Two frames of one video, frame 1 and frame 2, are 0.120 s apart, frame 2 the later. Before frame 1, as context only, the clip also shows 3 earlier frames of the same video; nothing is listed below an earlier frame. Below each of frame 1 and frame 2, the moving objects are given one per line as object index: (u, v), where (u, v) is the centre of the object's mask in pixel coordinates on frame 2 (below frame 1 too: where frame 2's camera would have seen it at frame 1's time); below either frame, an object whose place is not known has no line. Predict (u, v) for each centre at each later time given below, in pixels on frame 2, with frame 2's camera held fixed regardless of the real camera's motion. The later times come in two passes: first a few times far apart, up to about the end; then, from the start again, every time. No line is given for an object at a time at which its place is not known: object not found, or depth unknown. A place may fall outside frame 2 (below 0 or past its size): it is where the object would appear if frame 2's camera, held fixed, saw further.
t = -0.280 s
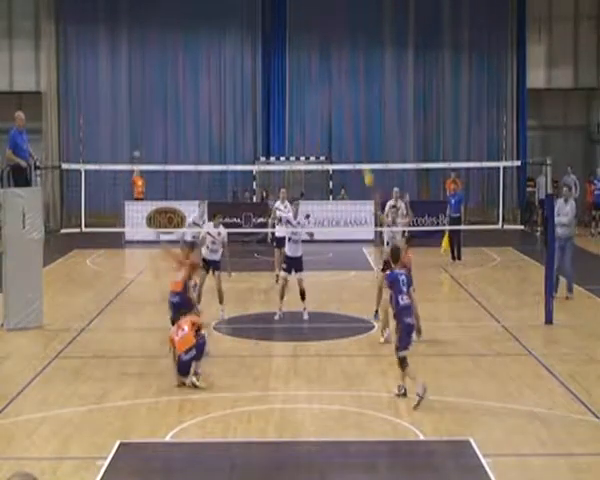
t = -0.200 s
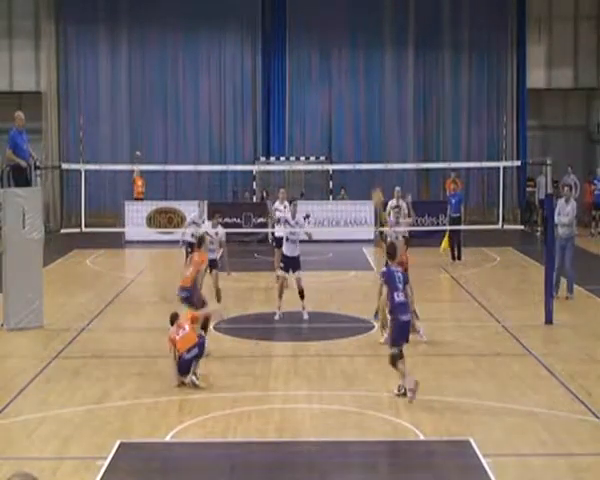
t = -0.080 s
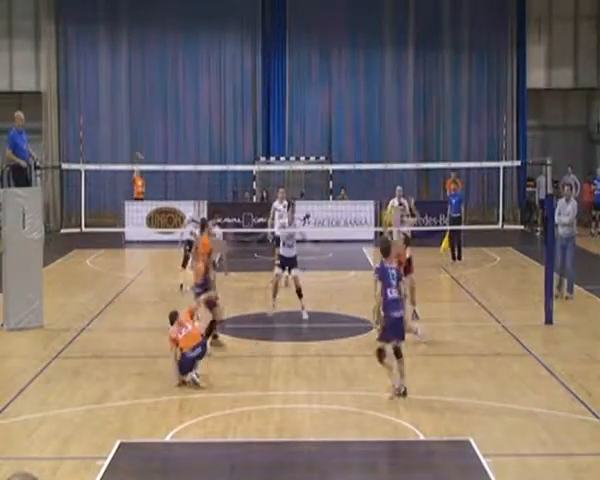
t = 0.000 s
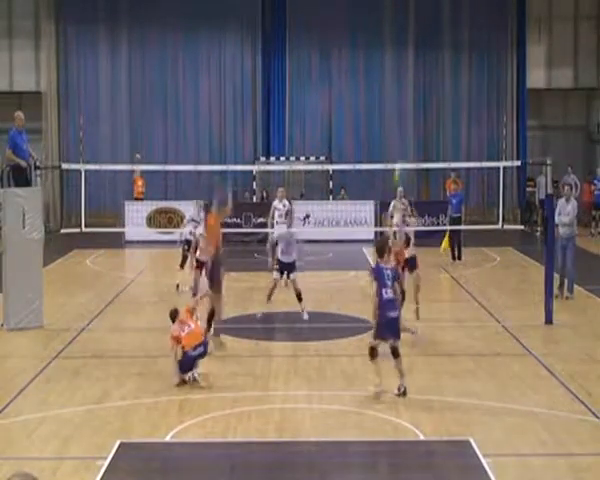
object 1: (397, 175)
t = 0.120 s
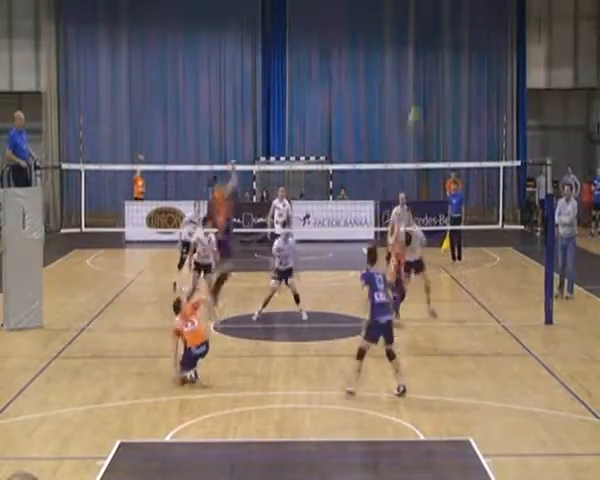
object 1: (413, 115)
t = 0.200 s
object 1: (423, 87)
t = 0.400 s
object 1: (445, 37)
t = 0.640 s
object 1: (471, 14)
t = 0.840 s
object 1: (492, 26)
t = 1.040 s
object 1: (513, 67)
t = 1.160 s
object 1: (524, 102)
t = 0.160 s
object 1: (418, 100)
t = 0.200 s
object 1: (423, 87)
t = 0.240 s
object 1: (427, 76)
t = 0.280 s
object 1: (431, 66)
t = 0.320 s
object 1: (435, 53)
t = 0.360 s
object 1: (441, 44)
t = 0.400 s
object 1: (445, 37)
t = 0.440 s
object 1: (449, 30)
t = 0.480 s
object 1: (454, 25)
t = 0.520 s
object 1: (459, 20)
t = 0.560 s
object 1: (463, 17)
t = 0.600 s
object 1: (466, 15)
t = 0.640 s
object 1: (471, 14)
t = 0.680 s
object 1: (474, 14)
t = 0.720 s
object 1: (479, 16)
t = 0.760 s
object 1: (484, 17)
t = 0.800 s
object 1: (488, 21)
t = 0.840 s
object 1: (492, 26)
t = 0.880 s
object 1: (497, 32)
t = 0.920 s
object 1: (500, 39)
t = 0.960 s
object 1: (505, 46)
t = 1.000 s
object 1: (509, 56)
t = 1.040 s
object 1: (513, 67)
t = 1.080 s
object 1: (518, 78)
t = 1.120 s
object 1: (521, 90)
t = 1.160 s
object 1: (524, 102)
